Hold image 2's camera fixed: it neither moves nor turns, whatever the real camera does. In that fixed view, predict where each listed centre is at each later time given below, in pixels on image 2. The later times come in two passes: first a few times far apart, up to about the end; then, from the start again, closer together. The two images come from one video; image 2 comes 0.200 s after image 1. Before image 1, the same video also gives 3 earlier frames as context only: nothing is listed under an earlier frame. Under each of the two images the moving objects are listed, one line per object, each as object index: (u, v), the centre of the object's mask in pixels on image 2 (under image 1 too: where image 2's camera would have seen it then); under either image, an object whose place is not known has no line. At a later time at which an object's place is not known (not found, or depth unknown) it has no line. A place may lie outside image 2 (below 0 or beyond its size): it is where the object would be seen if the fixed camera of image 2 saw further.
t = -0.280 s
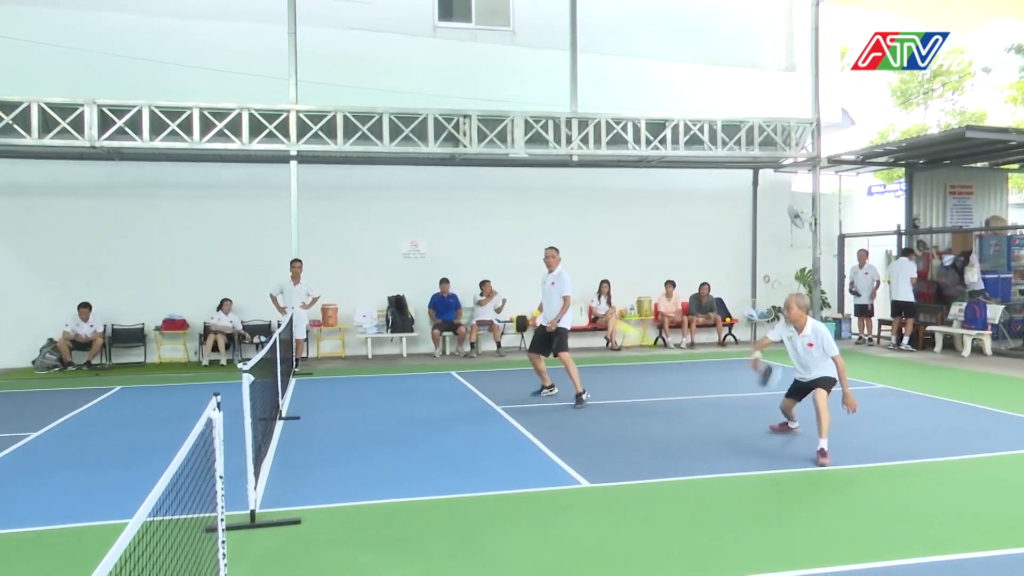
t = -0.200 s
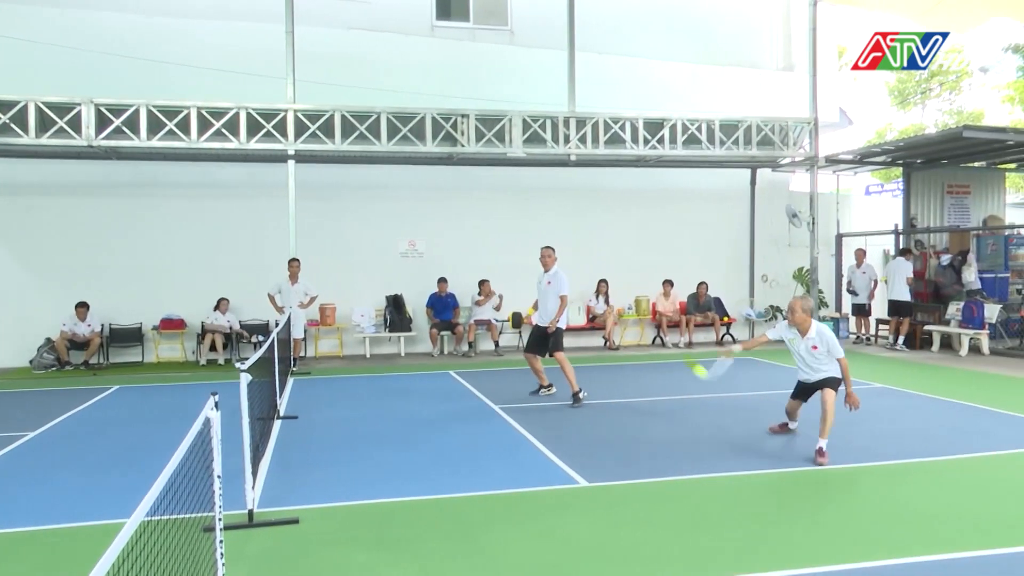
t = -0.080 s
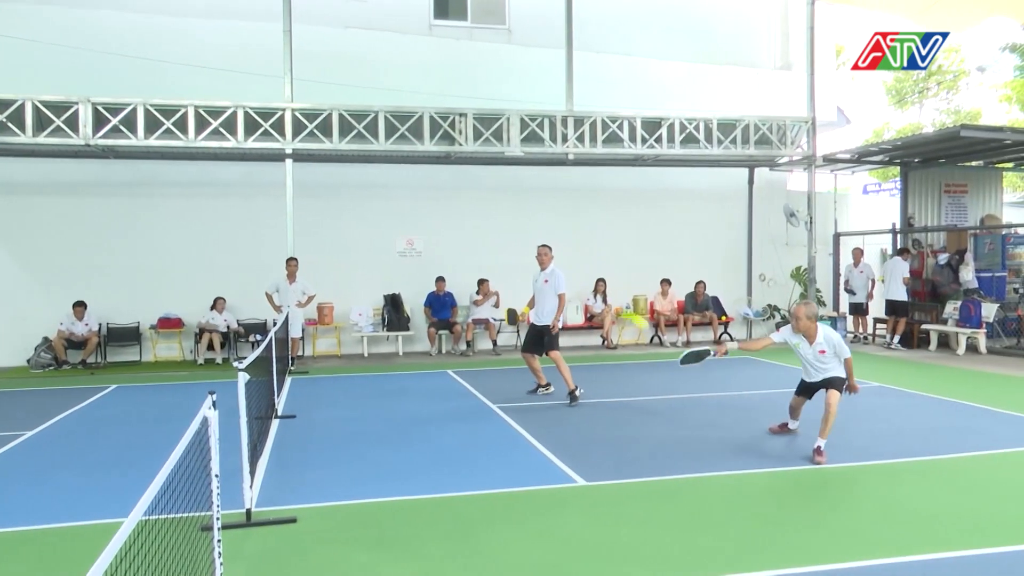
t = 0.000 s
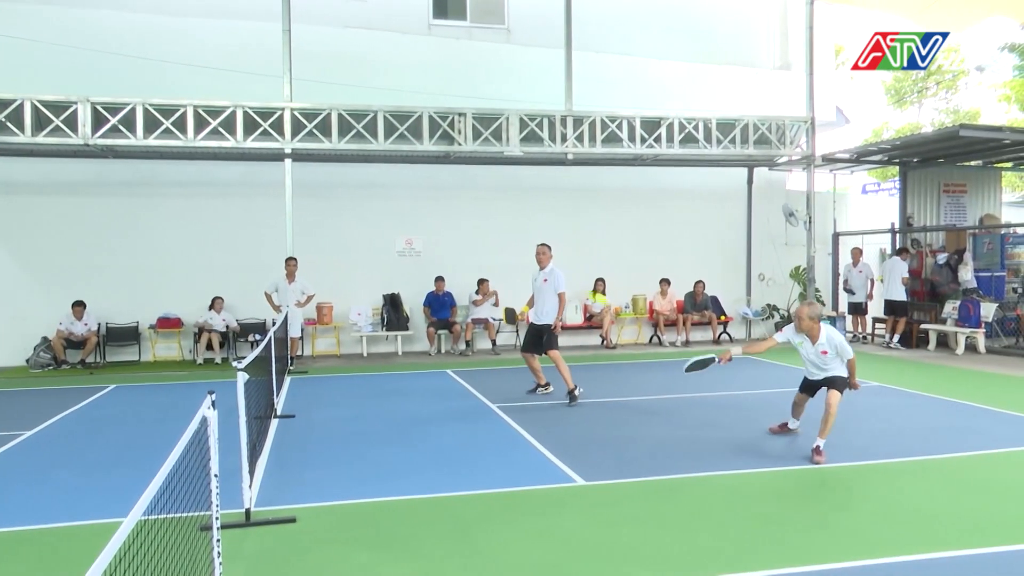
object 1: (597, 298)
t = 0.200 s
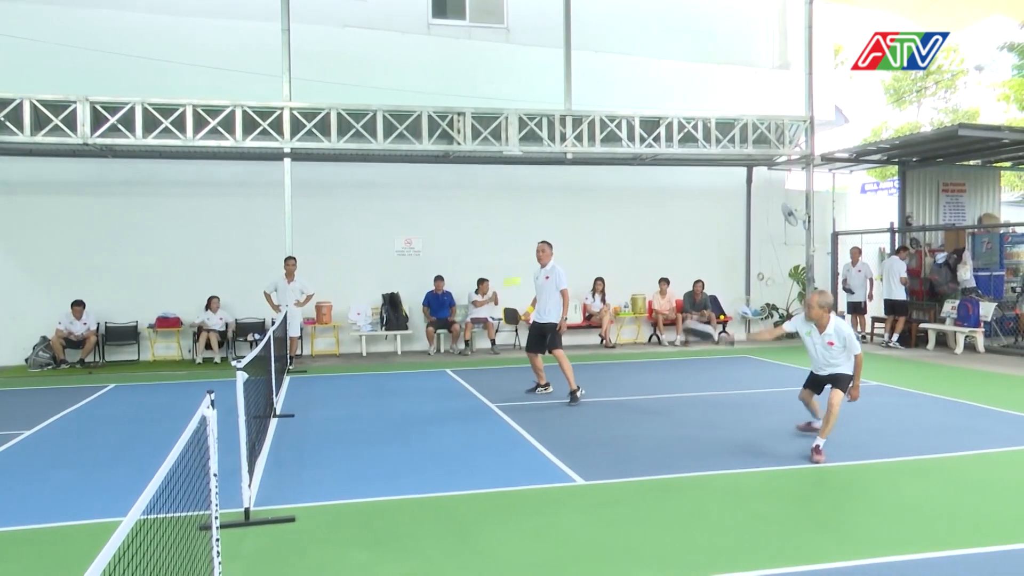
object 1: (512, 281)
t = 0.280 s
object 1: (483, 287)
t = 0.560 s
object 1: (387, 362)
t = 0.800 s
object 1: (339, 392)
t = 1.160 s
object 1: (314, 377)
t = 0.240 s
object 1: (496, 284)
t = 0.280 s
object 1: (483, 287)
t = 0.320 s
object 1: (466, 294)
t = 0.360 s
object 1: (453, 302)
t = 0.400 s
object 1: (440, 310)
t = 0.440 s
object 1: (426, 321)
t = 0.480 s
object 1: (411, 334)
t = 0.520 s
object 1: (399, 347)
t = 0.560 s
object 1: (387, 362)
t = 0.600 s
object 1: (374, 380)
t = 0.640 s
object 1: (362, 398)
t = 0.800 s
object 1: (339, 392)
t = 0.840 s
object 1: (336, 384)
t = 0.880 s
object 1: (333, 377)
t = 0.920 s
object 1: (330, 372)
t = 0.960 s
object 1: (327, 368)
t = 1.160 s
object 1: (314, 377)
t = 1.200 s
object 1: (312, 384)
